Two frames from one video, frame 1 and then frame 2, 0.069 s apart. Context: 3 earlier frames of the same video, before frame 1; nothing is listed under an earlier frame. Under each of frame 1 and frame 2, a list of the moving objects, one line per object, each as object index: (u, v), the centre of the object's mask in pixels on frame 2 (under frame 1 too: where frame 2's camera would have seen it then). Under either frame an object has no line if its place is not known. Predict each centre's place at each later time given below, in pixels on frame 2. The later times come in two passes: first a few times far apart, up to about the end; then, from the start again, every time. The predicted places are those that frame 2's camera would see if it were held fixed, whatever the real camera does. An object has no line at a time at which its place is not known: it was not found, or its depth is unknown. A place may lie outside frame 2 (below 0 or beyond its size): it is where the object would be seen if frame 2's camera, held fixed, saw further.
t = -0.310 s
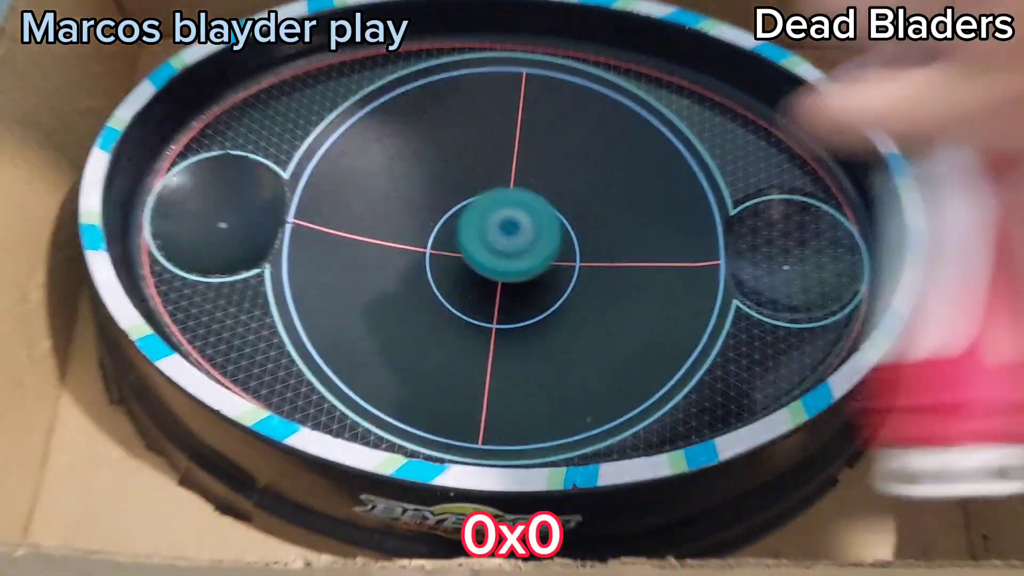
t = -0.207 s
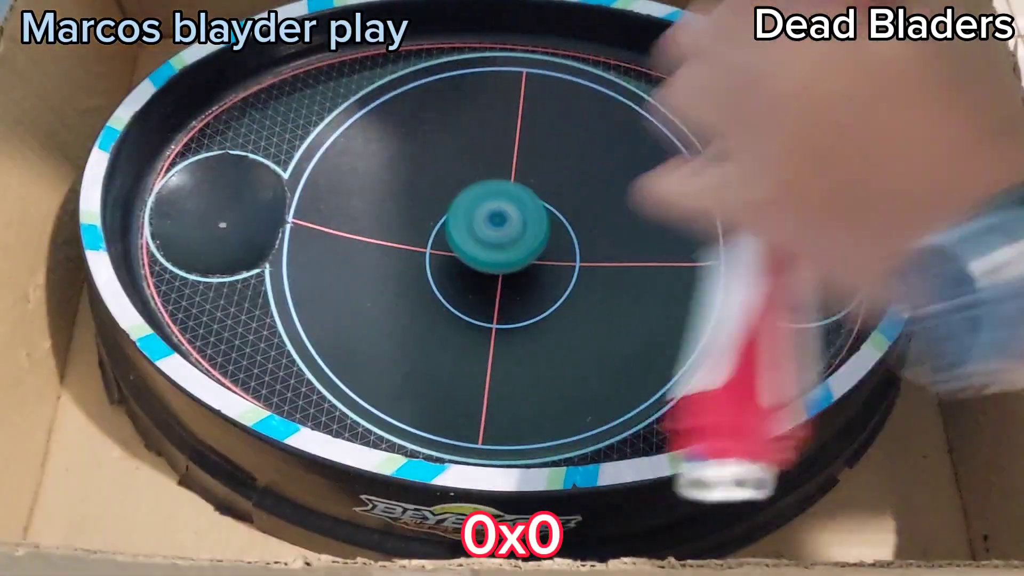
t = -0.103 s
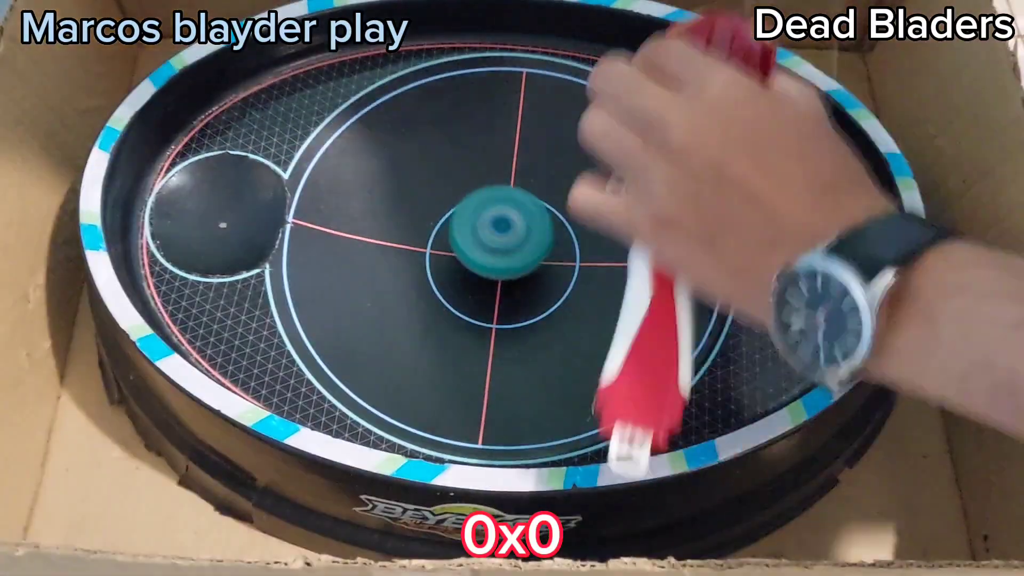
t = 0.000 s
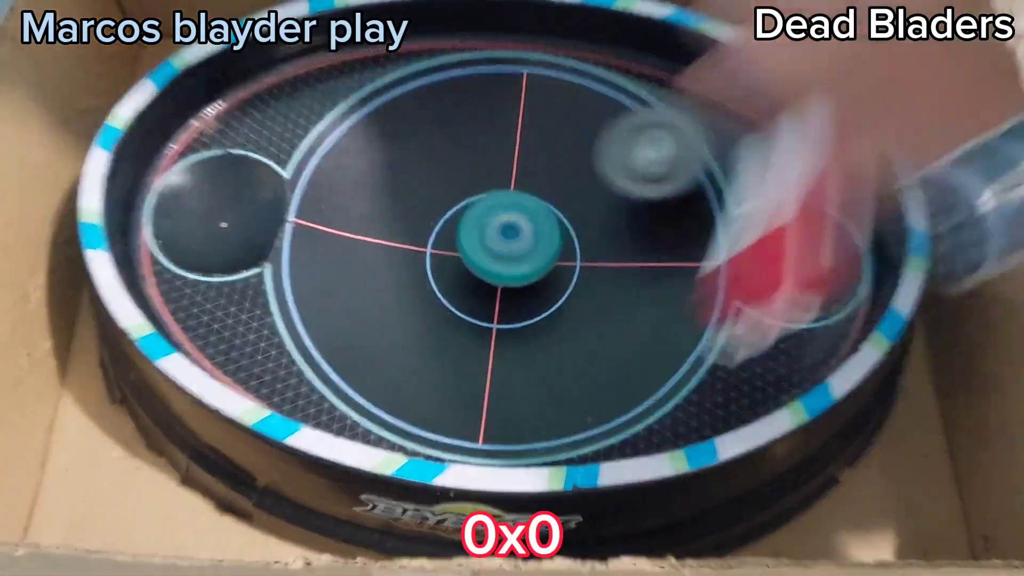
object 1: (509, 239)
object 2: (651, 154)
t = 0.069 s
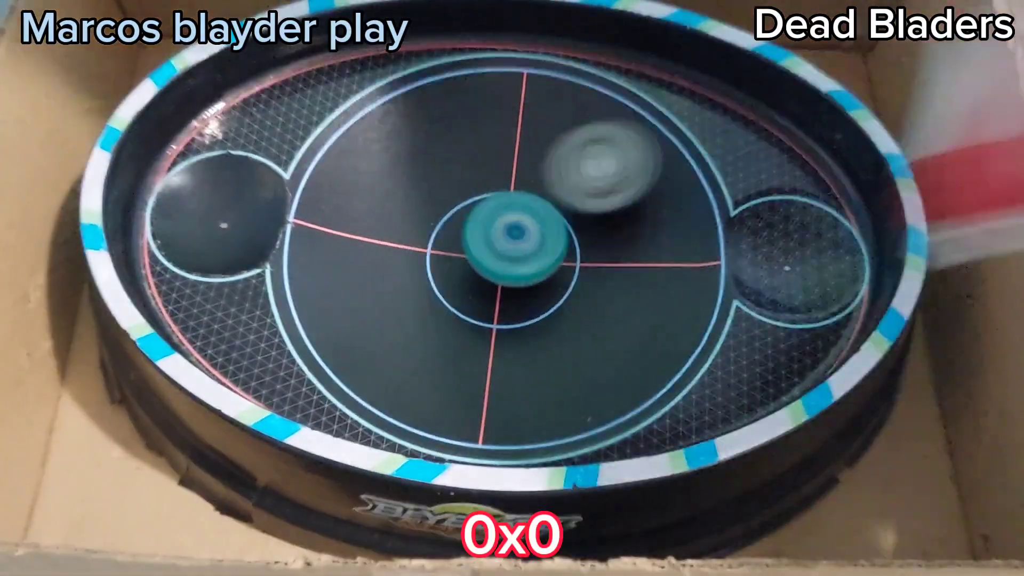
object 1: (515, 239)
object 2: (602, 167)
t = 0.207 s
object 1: (425, 299)
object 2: (566, 120)
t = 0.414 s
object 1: (441, 349)
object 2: (468, 171)
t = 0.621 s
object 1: (577, 367)
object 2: (455, 280)
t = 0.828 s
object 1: (680, 285)
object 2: (498, 272)
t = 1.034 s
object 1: (678, 186)
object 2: (471, 230)
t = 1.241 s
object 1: (578, 143)
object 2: (488, 256)
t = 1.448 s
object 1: (492, 164)
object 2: (530, 264)
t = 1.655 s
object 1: (410, 195)
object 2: (548, 228)
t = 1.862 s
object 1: (396, 254)
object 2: (509, 192)
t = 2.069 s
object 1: (419, 293)
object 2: (513, 191)
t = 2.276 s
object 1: (449, 296)
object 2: (511, 201)
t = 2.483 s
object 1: (483, 281)
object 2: (503, 187)
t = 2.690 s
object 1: (502, 272)
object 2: (482, 180)
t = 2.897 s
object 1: (534, 318)
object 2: (487, 161)
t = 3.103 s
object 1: (578, 290)
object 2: (517, 210)
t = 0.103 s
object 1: (502, 246)
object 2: (583, 161)
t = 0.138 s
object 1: (471, 268)
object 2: (581, 143)
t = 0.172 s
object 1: (443, 285)
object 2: (575, 130)
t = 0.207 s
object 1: (425, 299)
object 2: (566, 120)
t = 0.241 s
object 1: (413, 310)
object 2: (553, 116)
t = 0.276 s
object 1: (408, 320)
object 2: (538, 117)
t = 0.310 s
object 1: (410, 330)
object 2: (519, 122)
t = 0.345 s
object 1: (417, 339)
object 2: (501, 132)
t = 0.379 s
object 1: (428, 345)
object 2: (483, 148)
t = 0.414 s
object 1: (441, 349)
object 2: (468, 171)
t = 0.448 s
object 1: (456, 350)
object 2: (457, 194)
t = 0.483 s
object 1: (485, 346)
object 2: (448, 246)
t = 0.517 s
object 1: (505, 352)
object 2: (447, 265)
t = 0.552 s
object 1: (531, 363)
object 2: (446, 270)
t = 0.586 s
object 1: (555, 369)
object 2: (448, 275)
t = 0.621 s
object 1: (577, 367)
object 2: (455, 280)
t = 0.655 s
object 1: (595, 360)
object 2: (465, 285)
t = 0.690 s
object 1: (609, 348)
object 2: (479, 290)
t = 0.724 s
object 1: (619, 332)
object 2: (496, 292)
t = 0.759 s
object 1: (626, 316)
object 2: (512, 293)
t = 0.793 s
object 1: (652, 301)
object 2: (508, 284)
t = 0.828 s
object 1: (680, 285)
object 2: (498, 272)
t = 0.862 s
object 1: (699, 269)
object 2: (489, 260)
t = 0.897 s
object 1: (707, 252)
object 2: (483, 251)
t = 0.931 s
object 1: (707, 235)
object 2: (478, 243)
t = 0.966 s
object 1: (701, 216)
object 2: (474, 237)
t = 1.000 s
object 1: (691, 200)
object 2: (472, 232)
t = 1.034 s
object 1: (678, 186)
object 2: (471, 230)
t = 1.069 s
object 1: (663, 175)
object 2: (471, 230)
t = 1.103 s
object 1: (647, 164)
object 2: (472, 232)
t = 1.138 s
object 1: (630, 156)
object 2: (474, 237)
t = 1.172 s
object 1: (612, 150)
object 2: (478, 243)
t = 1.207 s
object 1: (595, 145)
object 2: (484, 250)
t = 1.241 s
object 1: (578, 143)
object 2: (488, 256)
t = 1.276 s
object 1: (562, 144)
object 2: (495, 263)
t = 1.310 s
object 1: (546, 146)
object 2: (502, 268)
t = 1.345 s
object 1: (532, 148)
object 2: (510, 271)
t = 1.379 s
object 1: (518, 152)
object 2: (517, 272)
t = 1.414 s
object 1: (505, 158)
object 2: (523, 269)
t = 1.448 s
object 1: (492, 164)
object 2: (530, 264)
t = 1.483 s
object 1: (481, 171)
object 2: (535, 257)
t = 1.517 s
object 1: (470, 177)
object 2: (539, 248)
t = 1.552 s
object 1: (453, 175)
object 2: (546, 247)
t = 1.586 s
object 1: (427, 179)
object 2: (553, 240)
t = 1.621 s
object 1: (417, 186)
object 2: (551, 235)
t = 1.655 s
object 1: (410, 195)
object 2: (548, 228)
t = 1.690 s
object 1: (405, 206)
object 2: (542, 221)
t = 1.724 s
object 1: (404, 215)
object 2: (533, 214)
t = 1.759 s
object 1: (404, 224)
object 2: (522, 207)
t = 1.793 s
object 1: (408, 232)
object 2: (512, 202)
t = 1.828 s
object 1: (409, 241)
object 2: (505, 199)
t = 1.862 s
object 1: (396, 254)
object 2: (509, 192)
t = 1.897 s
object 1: (389, 265)
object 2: (514, 186)
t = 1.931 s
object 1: (388, 274)
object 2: (517, 182)
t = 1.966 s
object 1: (392, 283)
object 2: (519, 180)
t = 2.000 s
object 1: (400, 289)
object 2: (519, 182)
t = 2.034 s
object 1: (409, 292)
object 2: (517, 186)
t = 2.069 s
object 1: (419, 293)
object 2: (513, 191)
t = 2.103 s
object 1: (429, 293)
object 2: (508, 198)
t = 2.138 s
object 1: (438, 291)
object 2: (503, 206)
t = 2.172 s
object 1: (444, 290)
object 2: (500, 212)
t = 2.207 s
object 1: (444, 294)
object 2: (504, 210)
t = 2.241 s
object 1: (445, 296)
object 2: (508, 206)
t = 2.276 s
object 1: (449, 296)
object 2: (511, 201)
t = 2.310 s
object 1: (455, 295)
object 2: (512, 198)
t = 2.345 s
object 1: (462, 292)
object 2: (512, 195)
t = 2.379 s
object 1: (468, 288)
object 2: (509, 193)
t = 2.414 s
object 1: (474, 284)
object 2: (507, 193)
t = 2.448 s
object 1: (479, 281)
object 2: (504, 192)
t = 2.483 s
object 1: (483, 281)
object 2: (503, 187)
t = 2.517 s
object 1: (486, 279)
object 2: (501, 183)
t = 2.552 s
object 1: (490, 277)
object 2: (499, 179)
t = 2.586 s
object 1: (494, 273)
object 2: (496, 178)
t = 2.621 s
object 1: (497, 272)
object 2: (492, 178)
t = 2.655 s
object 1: (501, 272)
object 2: (484, 177)
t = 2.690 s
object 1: (502, 272)
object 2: (482, 180)
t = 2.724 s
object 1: (504, 287)
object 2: (481, 175)
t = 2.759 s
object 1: (506, 306)
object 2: (481, 163)
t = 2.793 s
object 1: (511, 318)
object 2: (482, 155)
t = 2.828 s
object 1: (516, 322)
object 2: (484, 153)
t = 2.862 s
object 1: (524, 321)
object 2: (485, 156)
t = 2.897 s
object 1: (534, 318)
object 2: (487, 161)
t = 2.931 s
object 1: (546, 313)
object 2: (489, 170)
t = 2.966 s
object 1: (557, 306)
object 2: (492, 180)
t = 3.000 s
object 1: (565, 299)
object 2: (496, 190)
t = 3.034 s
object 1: (571, 293)
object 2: (501, 200)
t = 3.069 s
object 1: (574, 288)
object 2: (509, 208)
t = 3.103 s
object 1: (578, 290)
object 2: (517, 210)
